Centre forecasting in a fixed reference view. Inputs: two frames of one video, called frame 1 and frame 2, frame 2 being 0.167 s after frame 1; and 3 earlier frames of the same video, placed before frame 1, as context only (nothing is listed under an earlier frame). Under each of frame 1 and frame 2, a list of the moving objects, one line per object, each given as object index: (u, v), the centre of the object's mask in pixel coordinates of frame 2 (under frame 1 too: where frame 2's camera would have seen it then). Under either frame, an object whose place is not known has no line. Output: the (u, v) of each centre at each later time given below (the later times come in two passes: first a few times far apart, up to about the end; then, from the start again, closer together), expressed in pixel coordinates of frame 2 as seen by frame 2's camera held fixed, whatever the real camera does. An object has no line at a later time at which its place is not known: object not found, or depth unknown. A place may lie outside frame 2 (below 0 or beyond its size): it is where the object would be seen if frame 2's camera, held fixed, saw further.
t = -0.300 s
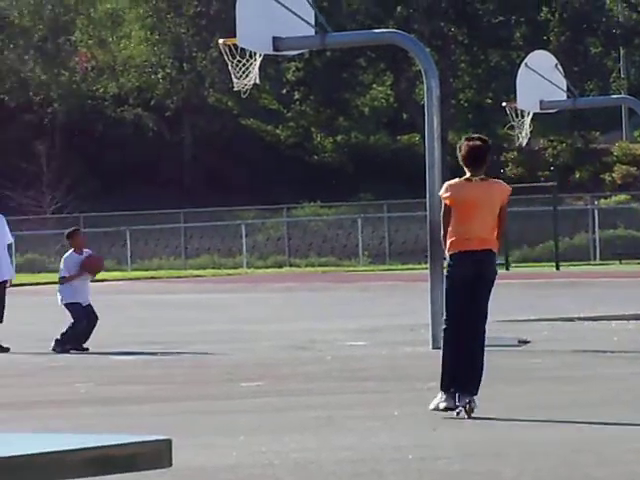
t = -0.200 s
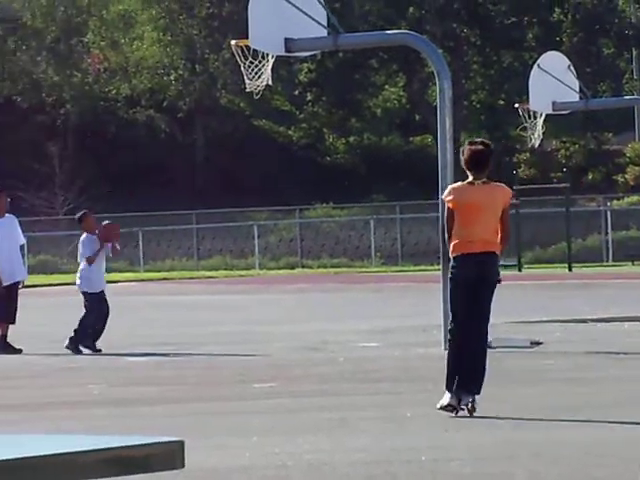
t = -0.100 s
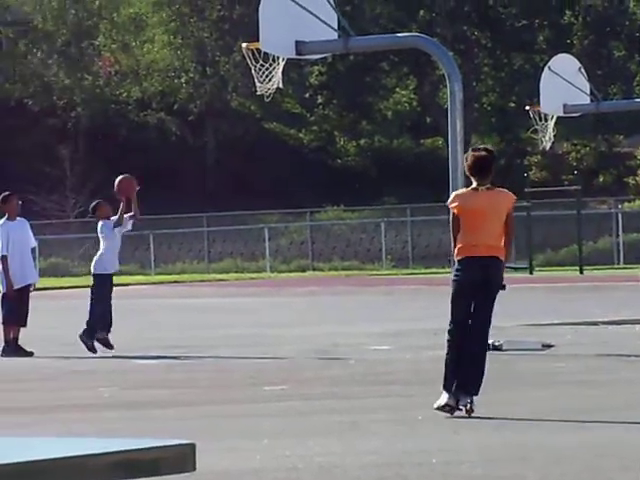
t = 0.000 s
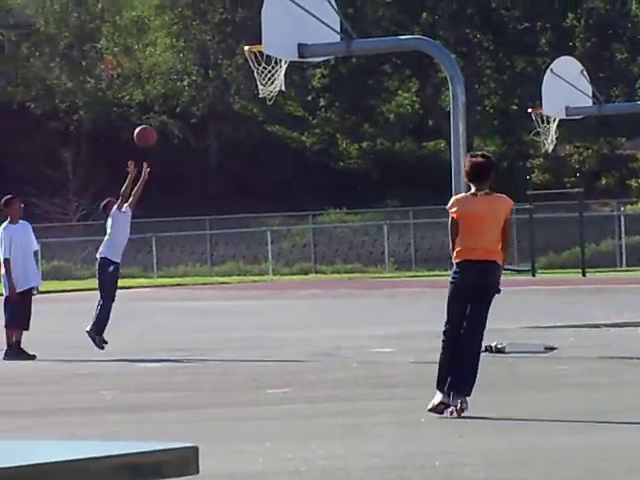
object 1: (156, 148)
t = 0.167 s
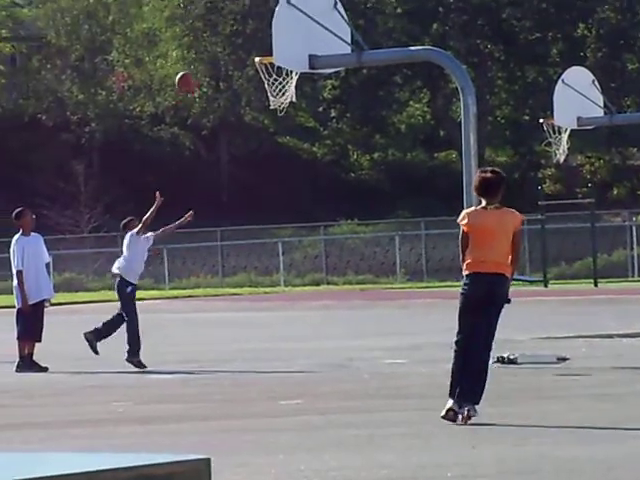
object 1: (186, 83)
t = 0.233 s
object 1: (199, 62)
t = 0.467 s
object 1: (245, 31)
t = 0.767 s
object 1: (268, 45)
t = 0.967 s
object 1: (225, 58)
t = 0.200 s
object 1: (192, 72)
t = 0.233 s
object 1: (199, 62)
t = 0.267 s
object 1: (206, 56)
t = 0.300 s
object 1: (212, 49)
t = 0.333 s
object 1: (218, 43)
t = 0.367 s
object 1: (225, 38)
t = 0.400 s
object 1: (232, 34)
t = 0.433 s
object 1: (238, 32)
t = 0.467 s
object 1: (245, 31)
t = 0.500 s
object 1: (252, 31)
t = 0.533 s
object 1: (259, 32)
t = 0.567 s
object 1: (263, 34)
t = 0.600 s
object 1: (267, 36)
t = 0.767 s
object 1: (268, 45)
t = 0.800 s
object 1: (264, 45)
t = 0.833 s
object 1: (258, 46)
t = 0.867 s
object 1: (249, 48)
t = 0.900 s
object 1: (242, 51)
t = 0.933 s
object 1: (233, 54)
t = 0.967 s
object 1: (225, 58)
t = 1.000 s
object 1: (218, 66)
